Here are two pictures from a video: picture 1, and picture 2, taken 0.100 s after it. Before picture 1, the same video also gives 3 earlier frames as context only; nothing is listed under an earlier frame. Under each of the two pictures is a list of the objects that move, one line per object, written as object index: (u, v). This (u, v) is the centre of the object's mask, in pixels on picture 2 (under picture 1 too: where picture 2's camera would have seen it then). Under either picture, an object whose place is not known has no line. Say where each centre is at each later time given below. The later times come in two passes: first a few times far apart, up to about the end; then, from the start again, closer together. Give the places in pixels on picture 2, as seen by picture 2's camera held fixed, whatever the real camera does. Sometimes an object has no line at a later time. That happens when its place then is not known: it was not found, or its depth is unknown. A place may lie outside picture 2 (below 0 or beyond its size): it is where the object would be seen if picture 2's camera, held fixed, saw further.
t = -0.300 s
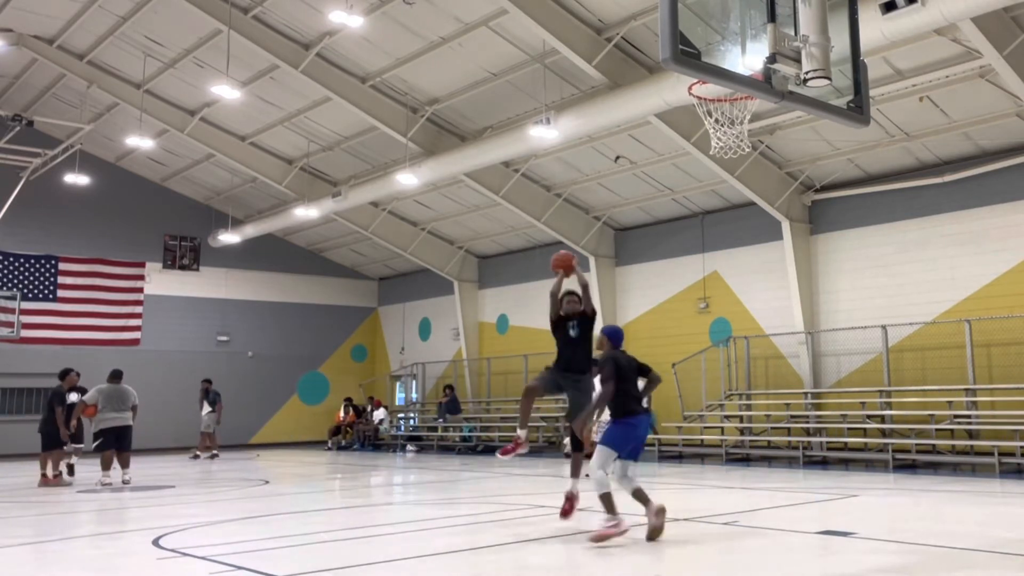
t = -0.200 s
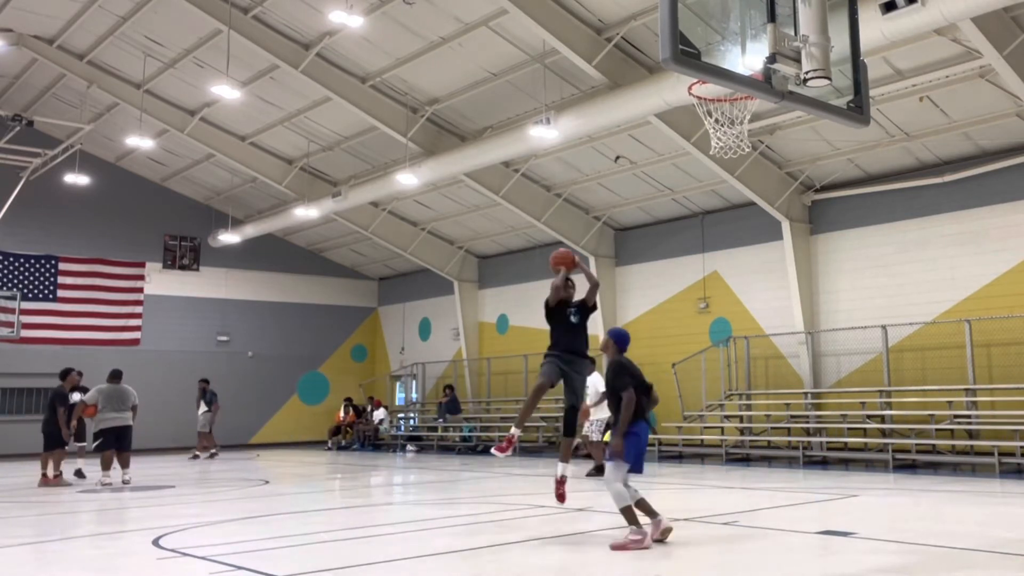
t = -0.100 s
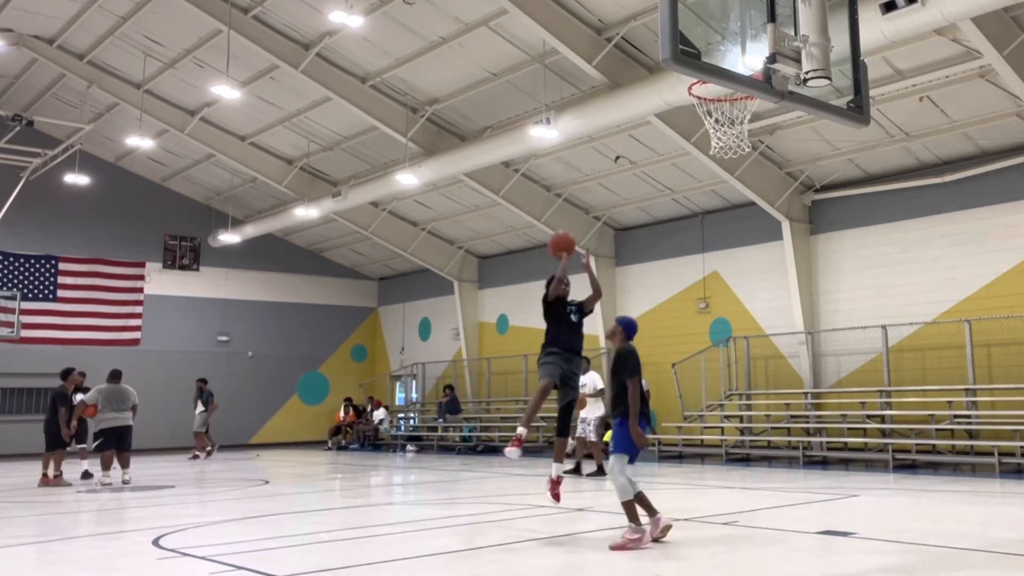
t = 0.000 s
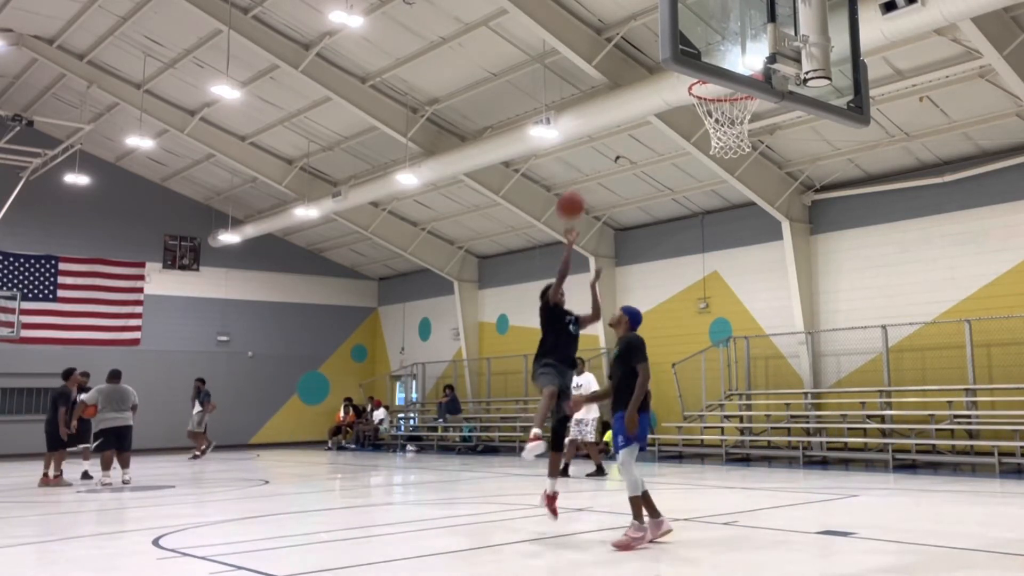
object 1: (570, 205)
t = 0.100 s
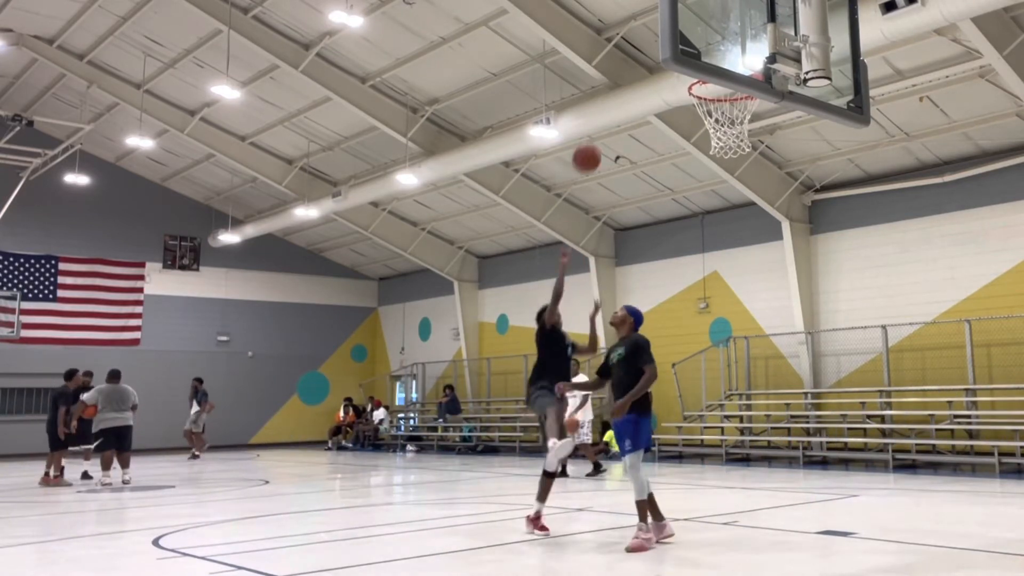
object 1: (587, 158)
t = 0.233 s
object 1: (611, 110)
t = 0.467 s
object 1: (656, 71)
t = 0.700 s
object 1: (712, 58)
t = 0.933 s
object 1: (738, 37)
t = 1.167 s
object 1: (728, 47)
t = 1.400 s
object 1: (719, 133)
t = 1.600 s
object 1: (713, 223)
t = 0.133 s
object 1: (593, 145)
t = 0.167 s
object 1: (598, 132)
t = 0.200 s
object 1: (604, 121)
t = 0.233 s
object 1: (611, 110)
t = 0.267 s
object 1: (617, 101)
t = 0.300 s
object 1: (624, 92)
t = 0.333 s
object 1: (630, 85)
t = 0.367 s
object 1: (637, 79)
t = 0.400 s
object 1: (644, 75)
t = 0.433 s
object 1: (650, 72)
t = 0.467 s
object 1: (656, 71)
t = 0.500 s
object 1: (662, 73)
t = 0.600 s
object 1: (682, 82)
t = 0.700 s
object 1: (712, 58)
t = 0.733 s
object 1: (715, 56)
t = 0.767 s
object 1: (718, 55)
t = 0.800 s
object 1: (722, 56)
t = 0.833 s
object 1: (725, 54)
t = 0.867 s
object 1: (727, 48)
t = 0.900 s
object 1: (734, 42)
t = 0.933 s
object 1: (738, 37)
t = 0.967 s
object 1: (741, 33)
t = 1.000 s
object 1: (746, 31)
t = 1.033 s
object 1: (740, 31)
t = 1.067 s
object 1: (739, 33)
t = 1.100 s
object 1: (735, 36)
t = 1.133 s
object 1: (733, 41)
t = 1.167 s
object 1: (728, 47)
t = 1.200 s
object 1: (727, 53)
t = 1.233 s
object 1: (727, 58)
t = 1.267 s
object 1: (726, 64)
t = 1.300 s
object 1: (720, 95)
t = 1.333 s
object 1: (719, 104)
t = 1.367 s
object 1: (718, 117)
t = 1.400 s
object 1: (719, 133)
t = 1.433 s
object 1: (717, 148)
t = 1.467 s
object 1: (715, 157)
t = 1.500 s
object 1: (714, 171)
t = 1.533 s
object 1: (713, 186)
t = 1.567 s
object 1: (714, 203)
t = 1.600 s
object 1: (713, 223)
